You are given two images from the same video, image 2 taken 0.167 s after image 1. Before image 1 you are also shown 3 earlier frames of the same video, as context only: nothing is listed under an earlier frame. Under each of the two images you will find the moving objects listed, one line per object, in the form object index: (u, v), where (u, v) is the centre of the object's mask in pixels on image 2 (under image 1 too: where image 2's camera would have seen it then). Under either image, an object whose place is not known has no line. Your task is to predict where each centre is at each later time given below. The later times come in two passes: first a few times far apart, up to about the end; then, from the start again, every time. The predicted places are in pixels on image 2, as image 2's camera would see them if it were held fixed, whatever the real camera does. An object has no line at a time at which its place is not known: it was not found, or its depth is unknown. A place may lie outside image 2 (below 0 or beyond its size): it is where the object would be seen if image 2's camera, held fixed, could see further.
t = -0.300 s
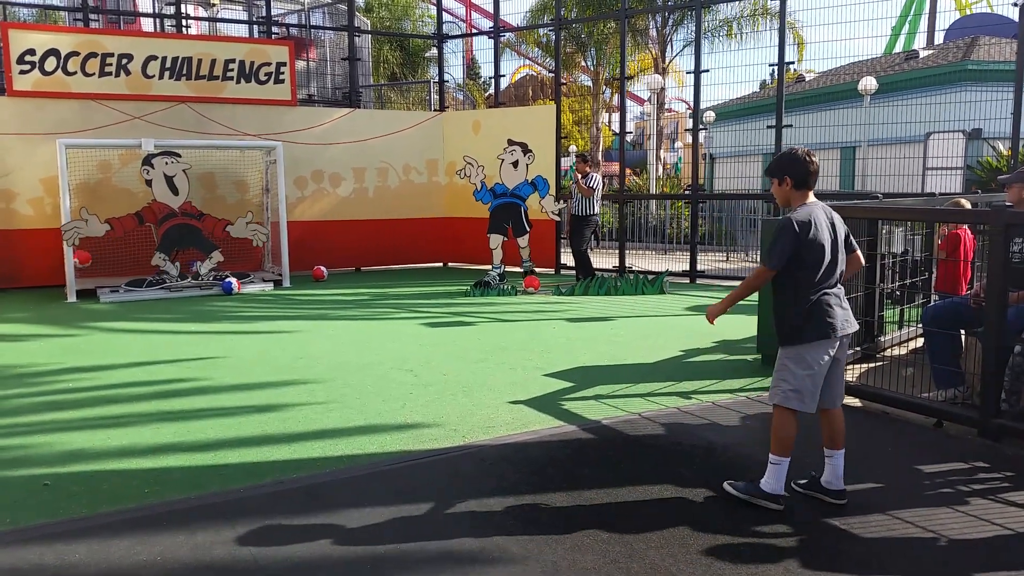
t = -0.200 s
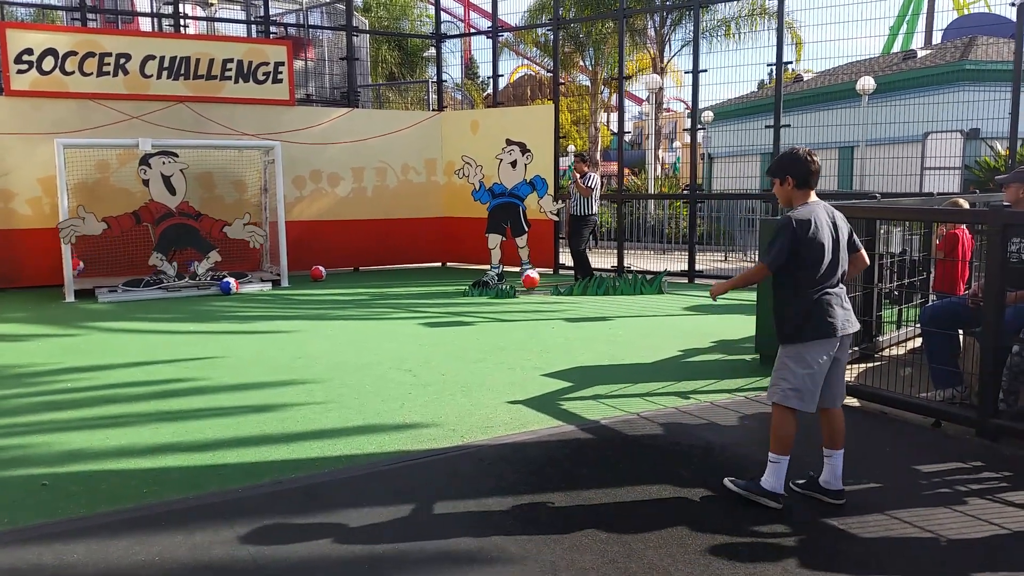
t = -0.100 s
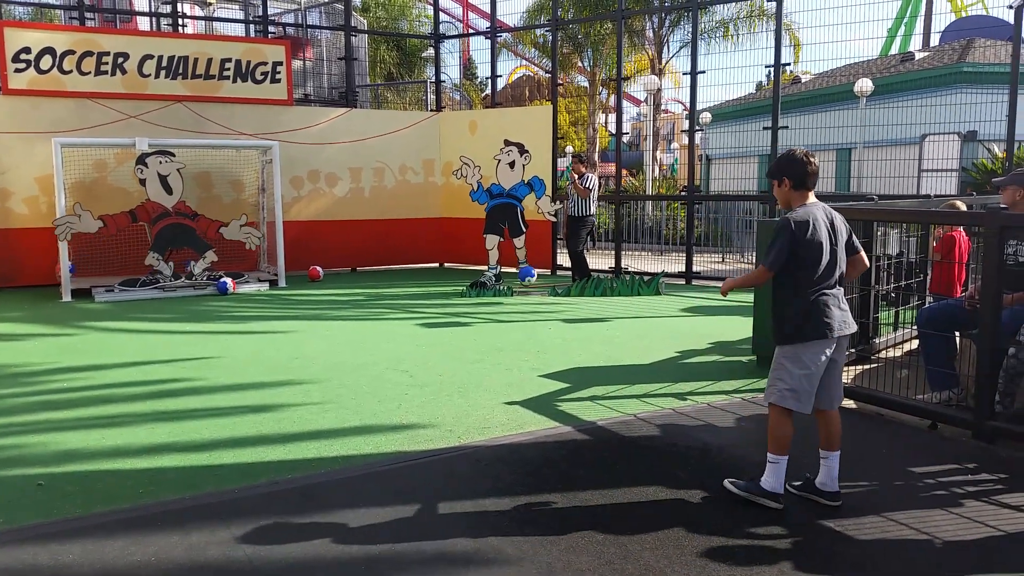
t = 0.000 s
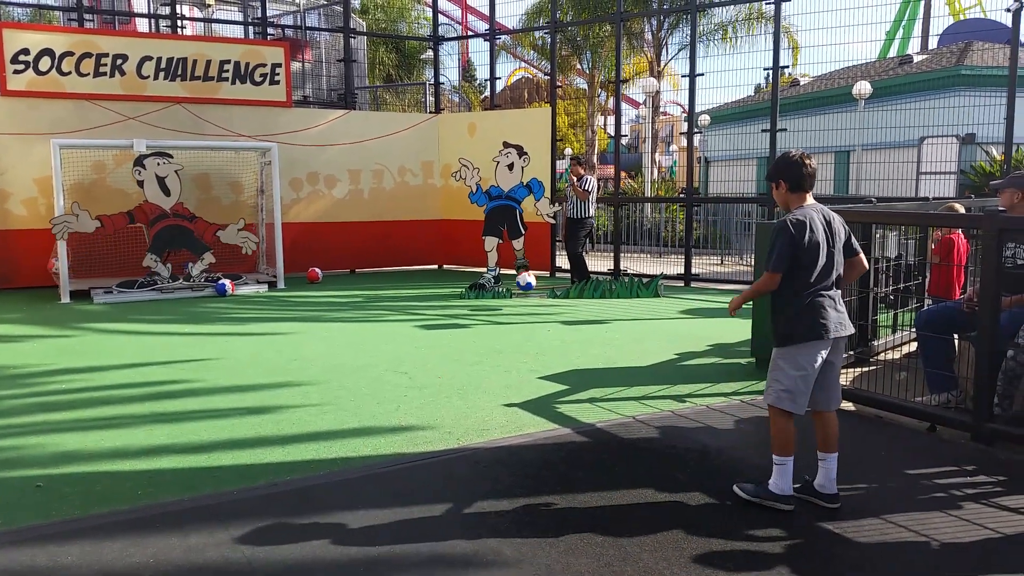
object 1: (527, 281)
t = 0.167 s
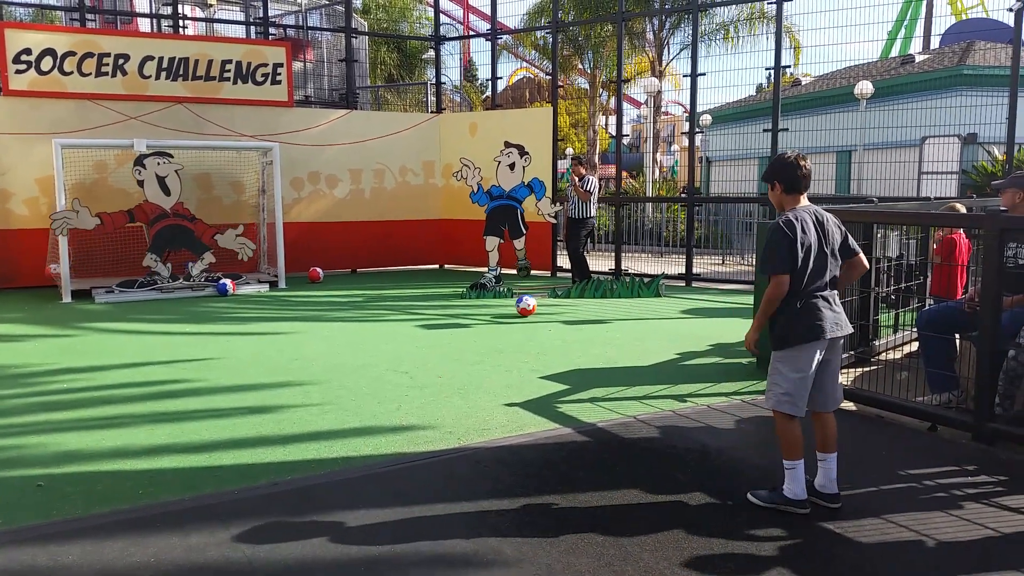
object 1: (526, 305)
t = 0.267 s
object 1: (524, 297)
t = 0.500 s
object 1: (521, 316)
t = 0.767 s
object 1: (515, 330)
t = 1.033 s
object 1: (508, 351)
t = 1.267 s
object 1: (499, 369)
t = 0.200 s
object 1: (526, 302)
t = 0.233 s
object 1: (525, 299)
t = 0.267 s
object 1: (524, 297)
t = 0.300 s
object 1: (524, 296)
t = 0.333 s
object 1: (523, 296)
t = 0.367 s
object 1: (523, 297)
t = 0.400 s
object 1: (523, 300)
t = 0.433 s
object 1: (522, 304)
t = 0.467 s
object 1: (521, 309)
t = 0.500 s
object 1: (521, 316)
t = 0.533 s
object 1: (520, 323)
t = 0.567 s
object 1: (520, 321)
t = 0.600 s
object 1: (519, 319)
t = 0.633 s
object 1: (518, 318)
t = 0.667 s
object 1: (518, 319)
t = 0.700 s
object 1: (517, 321)
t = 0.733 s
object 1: (516, 325)
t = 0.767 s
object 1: (515, 330)
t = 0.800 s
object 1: (515, 336)
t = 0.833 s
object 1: (514, 337)
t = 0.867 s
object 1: (513, 336)
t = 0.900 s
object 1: (512, 338)
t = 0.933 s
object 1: (511, 341)
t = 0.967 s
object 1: (510, 345)
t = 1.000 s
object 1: (509, 351)
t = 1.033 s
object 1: (508, 351)
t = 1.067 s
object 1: (507, 351)
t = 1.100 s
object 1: (506, 353)
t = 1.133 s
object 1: (504, 358)
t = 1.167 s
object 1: (503, 364)
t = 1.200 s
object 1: (502, 366)
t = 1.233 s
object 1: (501, 367)
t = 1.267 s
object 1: (499, 369)
